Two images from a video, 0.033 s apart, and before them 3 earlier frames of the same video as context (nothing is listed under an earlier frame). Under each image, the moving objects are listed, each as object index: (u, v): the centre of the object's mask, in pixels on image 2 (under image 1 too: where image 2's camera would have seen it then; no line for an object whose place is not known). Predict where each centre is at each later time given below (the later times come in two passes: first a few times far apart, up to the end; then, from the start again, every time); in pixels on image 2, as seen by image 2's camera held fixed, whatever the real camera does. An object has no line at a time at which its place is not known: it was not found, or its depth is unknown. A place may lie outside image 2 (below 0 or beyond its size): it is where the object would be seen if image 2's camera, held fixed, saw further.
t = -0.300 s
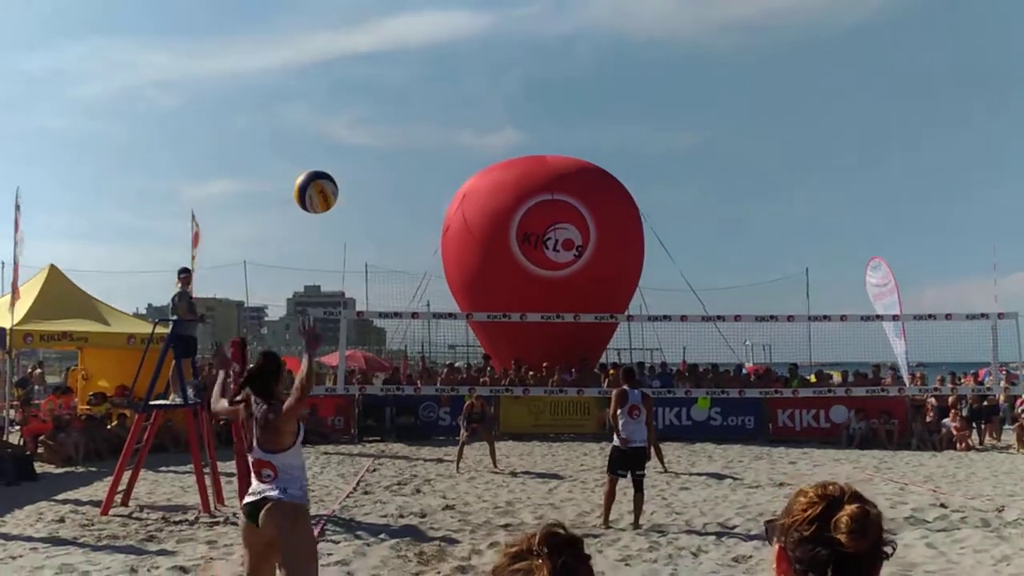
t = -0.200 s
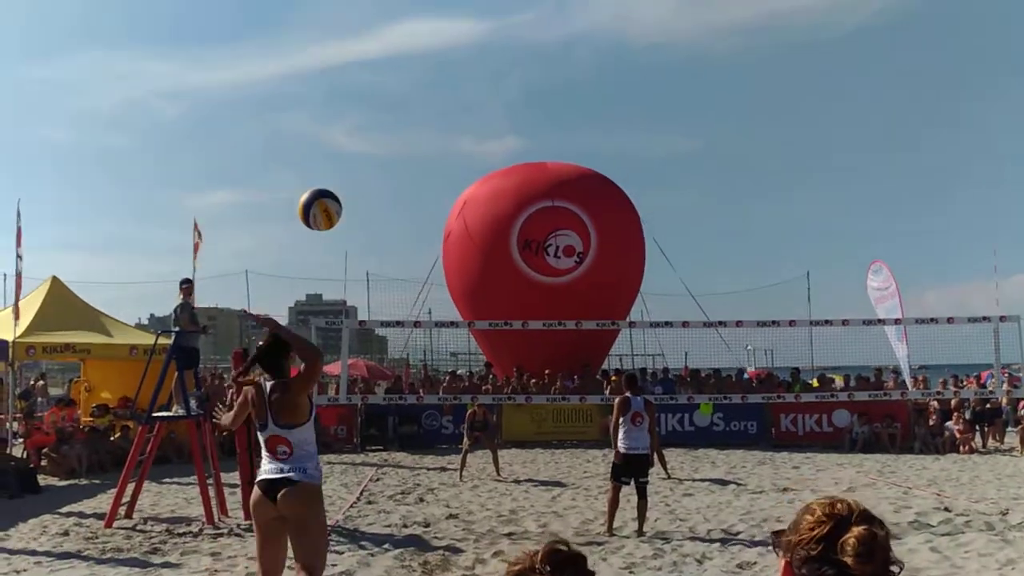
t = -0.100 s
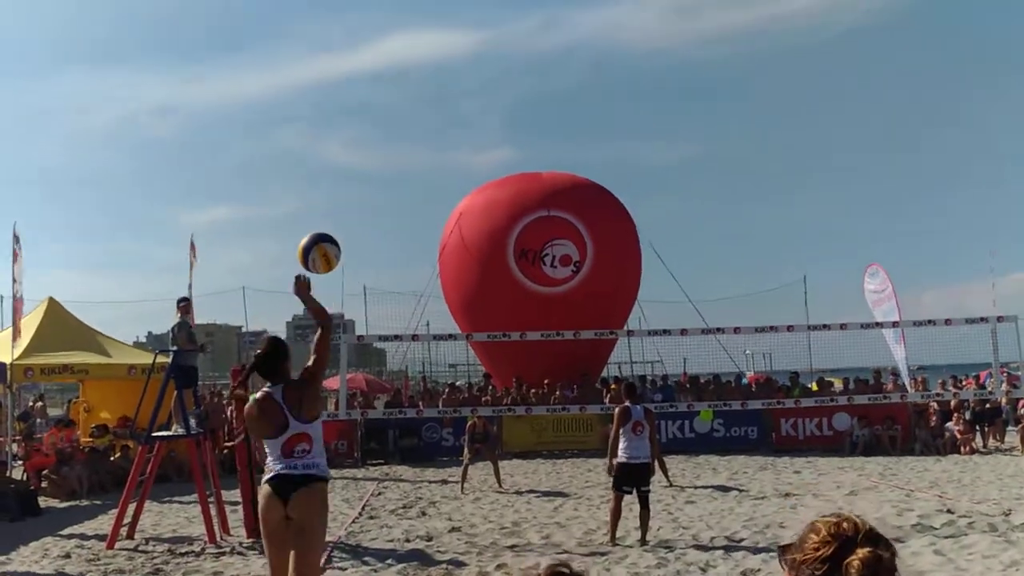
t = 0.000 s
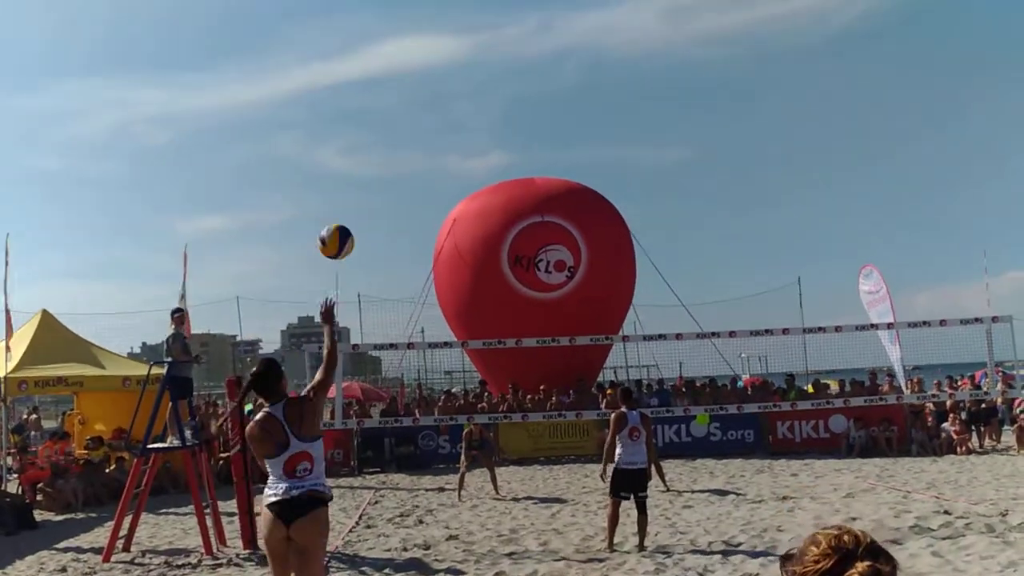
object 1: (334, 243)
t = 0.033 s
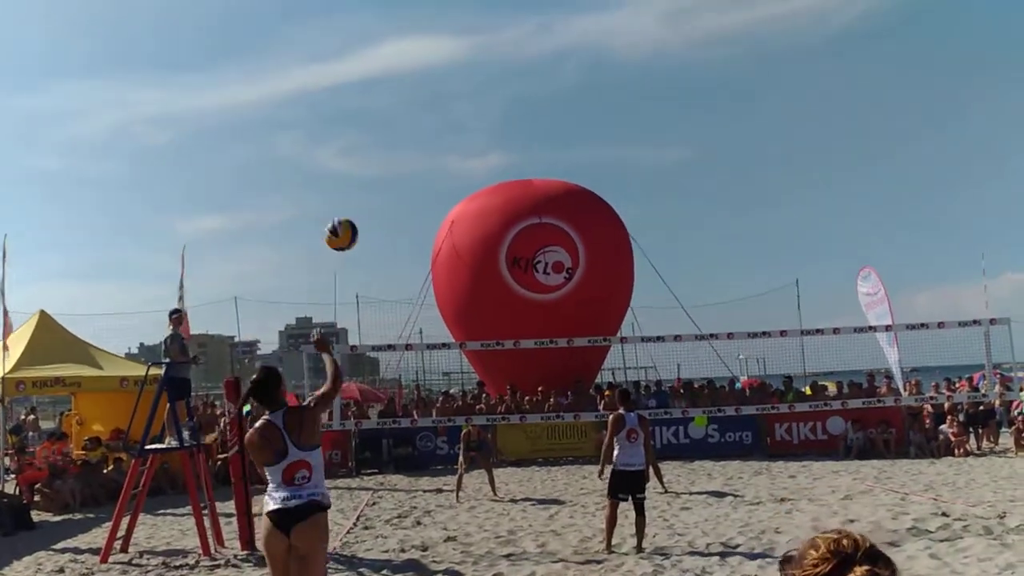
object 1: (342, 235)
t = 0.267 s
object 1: (377, 232)
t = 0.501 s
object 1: (397, 279)
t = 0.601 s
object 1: (401, 306)
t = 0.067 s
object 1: (348, 229)
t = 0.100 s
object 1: (354, 225)
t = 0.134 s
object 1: (358, 223)
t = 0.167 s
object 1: (364, 224)
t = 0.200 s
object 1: (369, 225)
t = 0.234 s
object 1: (374, 228)
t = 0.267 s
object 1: (377, 232)
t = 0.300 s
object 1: (381, 236)
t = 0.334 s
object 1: (385, 242)
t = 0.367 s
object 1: (388, 249)
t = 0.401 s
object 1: (391, 256)
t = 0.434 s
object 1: (393, 263)
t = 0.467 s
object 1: (395, 271)
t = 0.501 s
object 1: (397, 279)
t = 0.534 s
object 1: (399, 288)
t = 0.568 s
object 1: (400, 297)
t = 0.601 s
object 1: (401, 306)
